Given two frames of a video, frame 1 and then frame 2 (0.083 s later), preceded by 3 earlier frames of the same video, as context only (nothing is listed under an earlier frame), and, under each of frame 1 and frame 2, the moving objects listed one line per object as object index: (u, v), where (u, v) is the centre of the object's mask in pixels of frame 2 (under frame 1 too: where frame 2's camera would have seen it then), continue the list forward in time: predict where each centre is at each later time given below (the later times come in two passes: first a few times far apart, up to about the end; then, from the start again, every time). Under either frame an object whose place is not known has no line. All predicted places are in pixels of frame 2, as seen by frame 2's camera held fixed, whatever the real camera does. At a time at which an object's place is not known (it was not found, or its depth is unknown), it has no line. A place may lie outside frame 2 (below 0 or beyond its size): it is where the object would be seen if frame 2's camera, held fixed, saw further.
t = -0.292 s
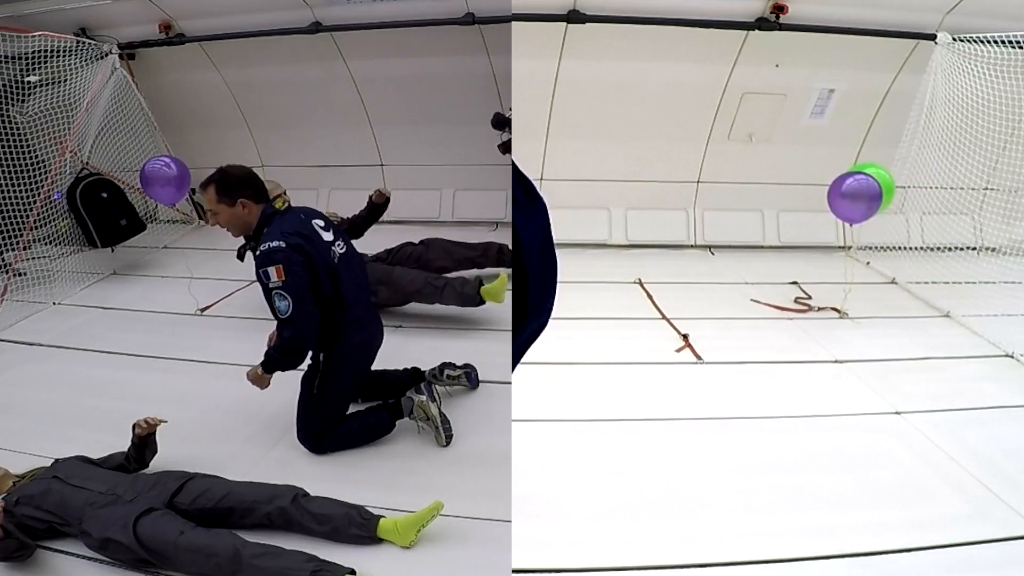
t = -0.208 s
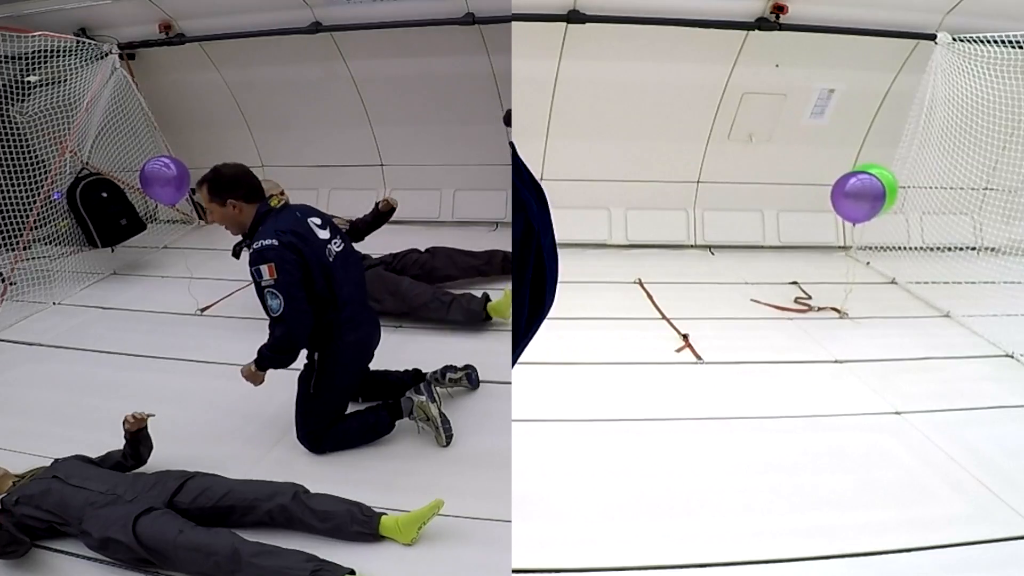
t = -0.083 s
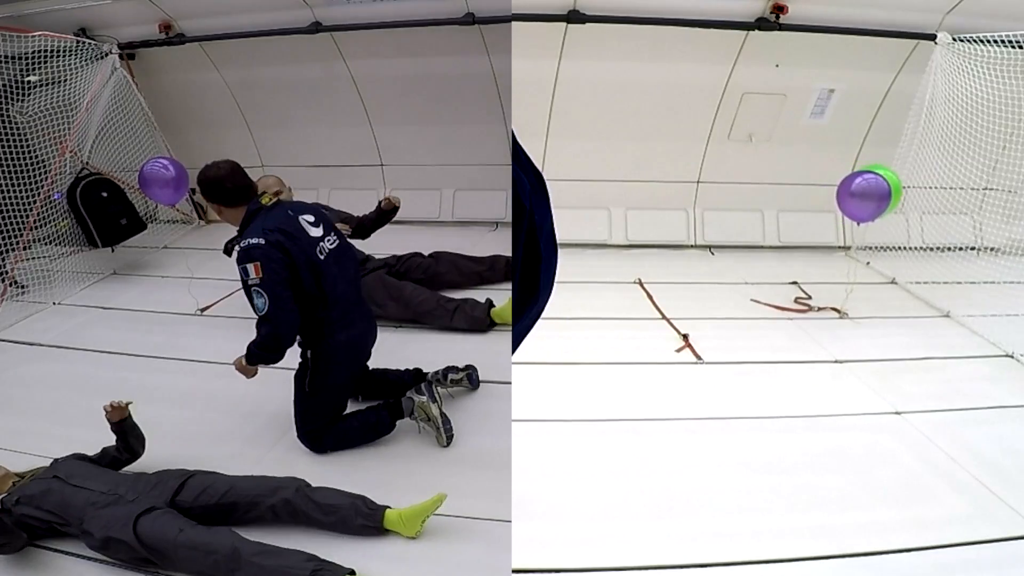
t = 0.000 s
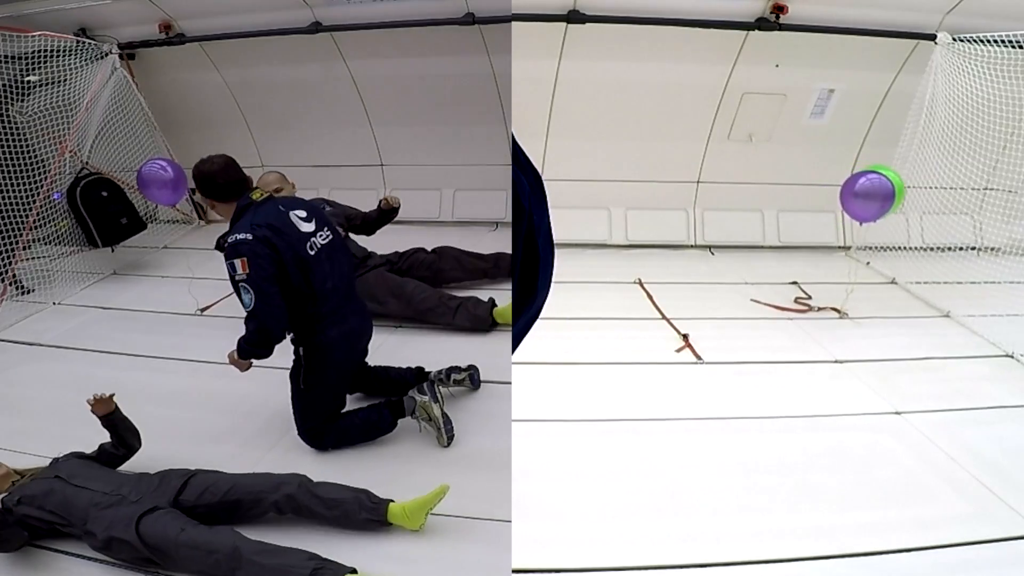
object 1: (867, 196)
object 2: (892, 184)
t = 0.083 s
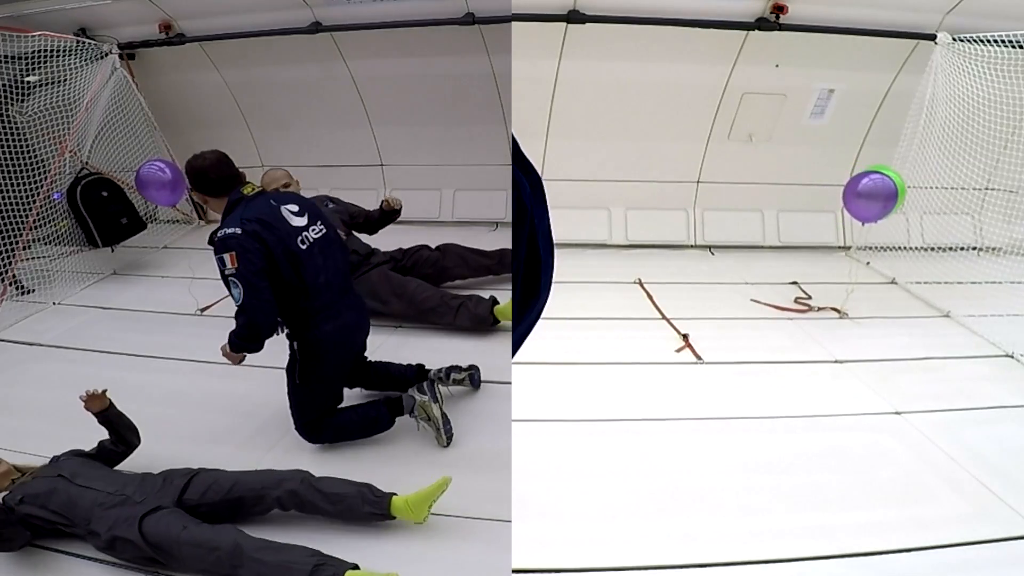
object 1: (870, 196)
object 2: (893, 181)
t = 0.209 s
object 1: (873, 197)
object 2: (893, 178)
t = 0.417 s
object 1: (874, 199)
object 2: (882, 174)
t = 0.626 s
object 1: (870, 202)
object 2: (870, 174)
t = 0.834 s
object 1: (862, 204)
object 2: (857, 175)
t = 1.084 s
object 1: (852, 208)
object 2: (840, 179)
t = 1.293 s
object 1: (844, 214)
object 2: (826, 184)
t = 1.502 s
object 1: (835, 223)
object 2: (812, 191)
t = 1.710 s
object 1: (827, 236)
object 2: (798, 200)
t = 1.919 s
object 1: (821, 249)
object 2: (787, 206)
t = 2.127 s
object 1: (820, 262)
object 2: (777, 211)
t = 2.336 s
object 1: (822, 271)
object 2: (773, 215)
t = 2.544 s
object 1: (825, 276)
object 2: (772, 216)
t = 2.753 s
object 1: (828, 277)
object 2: (776, 215)
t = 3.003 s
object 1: (832, 277)
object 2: (783, 214)
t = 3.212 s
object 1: (836, 276)
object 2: (789, 212)
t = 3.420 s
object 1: (840, 274)
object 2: (796, 209)
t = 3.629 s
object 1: (844, 272)
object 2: (803, 205)
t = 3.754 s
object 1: (847, 271)
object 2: (808, 202)
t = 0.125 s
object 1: (871, 196)
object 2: (893, 180)
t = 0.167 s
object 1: (872, 197)
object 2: (893, 179)
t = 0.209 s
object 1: (873, 197)
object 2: (893, 178)
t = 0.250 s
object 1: (873, 197)
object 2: (891, 177)
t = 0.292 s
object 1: (874, 198)
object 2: (889, 176)
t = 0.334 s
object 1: (874, 198)
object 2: (885, 174)
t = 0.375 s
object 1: (874, 199)
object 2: (884, 174)
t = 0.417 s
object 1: (874, 199)
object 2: (882, 174)
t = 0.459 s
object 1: (874, 200)
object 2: (877, 173)
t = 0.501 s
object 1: (873, 200)
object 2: (875, 173)
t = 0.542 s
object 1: (872, 200)
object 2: (873, 173)
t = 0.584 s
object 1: (871, 201)
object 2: (872, 173)
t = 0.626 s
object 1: (870, 202)
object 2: (870, 174)
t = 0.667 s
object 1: (869, 202)
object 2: (867, 174)
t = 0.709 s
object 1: (867, 203)
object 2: (864, 174)
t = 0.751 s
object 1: (866, 203)
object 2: (862, 174)
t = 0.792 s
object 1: (864, 204)
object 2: (859, 175)
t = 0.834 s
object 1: (862, 204)
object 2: (857, 175)
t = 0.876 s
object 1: (861, 205)
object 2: (854, 176)
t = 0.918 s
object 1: (859, 206)
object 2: (851, 176)
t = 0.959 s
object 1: (857, 206)
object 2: (849, 177)
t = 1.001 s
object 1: (856, 207)
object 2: (846, 177)
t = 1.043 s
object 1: (854, 207)
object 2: (843, 178)
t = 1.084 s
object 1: (852, 208)
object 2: (840, 179)
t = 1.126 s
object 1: (851, 209)
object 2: (837, 180)
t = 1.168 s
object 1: (849, 210)
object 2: (835, 180)
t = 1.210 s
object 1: (847, 211)
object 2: (832, 181)
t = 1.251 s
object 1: (845, 213)
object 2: (829, 182)
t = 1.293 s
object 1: (844, 214)
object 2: (826, 184)
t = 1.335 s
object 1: (842, 216)
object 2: (823, 185)
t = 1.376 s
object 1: (840, 217)
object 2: (821, 186)
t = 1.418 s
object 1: (838, 219)
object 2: (818, 188)
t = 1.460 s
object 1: (836, 221)
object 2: (815, 189)
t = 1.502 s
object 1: (835, 223)
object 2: (812, 191)
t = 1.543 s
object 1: (833, 226)
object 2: (809, 193)
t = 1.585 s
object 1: (831, 228)
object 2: (806, 194)
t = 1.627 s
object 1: (829, 231)
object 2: (804, 196)
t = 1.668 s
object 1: (828, 233)
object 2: (801, 198)
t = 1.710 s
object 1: (827, 236)
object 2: (798, 200)
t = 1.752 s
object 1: (825, 238)
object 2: (796, 201)
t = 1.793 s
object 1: (824, 241)
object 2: (794, 203)
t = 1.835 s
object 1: (823, 244)
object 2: (791, 204)
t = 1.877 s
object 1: (822, 246)
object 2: (789, 205)
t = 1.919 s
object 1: (821, 249)
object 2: (787, 206)
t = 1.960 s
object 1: (821, 252)
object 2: (784, 207)
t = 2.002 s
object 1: (820, 254)
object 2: (782, 208)
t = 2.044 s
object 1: (820, 257)
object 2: (780, 209)
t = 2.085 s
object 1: (820, 260)
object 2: (778, 210)
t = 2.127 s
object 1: (820, 262)
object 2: (777, 211)
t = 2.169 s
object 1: (820, 264)
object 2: (775, 212)
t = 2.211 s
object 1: (821, 266)
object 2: (774, 213)
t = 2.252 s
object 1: (821, 268)
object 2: (774, 213)
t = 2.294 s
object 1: (821, 270)
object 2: (773, 214)
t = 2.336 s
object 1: (822, 271)
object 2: (773, 215)
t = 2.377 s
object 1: (823, 273)
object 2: (772, 215)
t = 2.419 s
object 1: (823, 274)
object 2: (772, 215)
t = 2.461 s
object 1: (824, 275)
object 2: (772, 216)
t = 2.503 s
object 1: (824, 276)
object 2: (772, 216)
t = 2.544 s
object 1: (825, 276)
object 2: (772, 216)
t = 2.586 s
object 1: (826, 277)
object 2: (773, 216)
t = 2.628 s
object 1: (826, 277)
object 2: (773, 216)
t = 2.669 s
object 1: (827, 277)
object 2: (774, 216)
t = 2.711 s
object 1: (827, 277)
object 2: (775, 215)
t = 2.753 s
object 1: (828, 277)
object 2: (776, 215)
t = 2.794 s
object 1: (829, 277)
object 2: (777, 215)
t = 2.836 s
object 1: (829, 277)
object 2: (778, 215)
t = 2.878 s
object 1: (830, 277)
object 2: (779, 215)
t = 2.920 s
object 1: (831, 277)
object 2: (780, 215)
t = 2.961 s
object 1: (831, 277)
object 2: (781, 214)
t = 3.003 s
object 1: (832, 277)
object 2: (783, 214)
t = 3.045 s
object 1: (833, 277)
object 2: (784, 214)
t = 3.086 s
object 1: (834, 277)
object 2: (785, 214)
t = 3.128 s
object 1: (834, 276)
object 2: (787, 213)
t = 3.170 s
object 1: (835, 276)
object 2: (788, 213)
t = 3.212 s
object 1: (836, 276)
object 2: (789, 212)
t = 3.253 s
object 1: (837, 276)
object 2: (791, 212)
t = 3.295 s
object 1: (837, 275)
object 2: (792, 211)
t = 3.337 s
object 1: (838, 275)
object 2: (793, 210)
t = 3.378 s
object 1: (839, 275)
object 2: (795, 209)
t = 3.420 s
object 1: (840, 274)
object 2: (796, 209)
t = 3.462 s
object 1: (840, 274)
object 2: (797, 208)
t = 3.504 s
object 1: (841, 274)
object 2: (798, 207)
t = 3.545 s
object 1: (842, 273)
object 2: (800, 206)
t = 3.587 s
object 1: (843, 273)
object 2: (802, 205)
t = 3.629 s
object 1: (844, 272)
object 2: (803, 205)
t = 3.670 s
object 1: (845, 272)
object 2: (805, 204)
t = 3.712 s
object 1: (846, 271)
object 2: (806, 203)
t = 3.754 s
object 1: (847, 271)
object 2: (808, 202)
